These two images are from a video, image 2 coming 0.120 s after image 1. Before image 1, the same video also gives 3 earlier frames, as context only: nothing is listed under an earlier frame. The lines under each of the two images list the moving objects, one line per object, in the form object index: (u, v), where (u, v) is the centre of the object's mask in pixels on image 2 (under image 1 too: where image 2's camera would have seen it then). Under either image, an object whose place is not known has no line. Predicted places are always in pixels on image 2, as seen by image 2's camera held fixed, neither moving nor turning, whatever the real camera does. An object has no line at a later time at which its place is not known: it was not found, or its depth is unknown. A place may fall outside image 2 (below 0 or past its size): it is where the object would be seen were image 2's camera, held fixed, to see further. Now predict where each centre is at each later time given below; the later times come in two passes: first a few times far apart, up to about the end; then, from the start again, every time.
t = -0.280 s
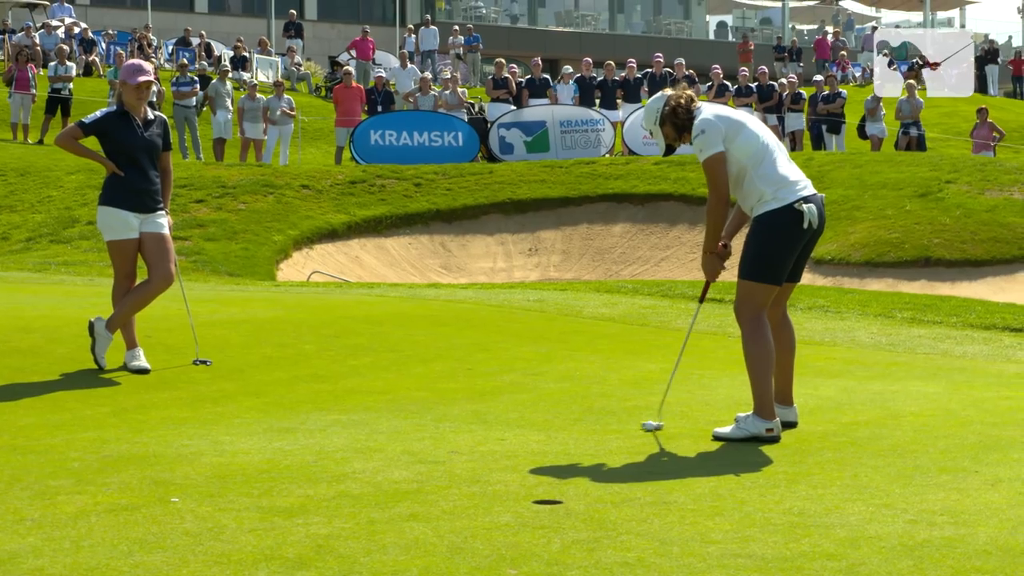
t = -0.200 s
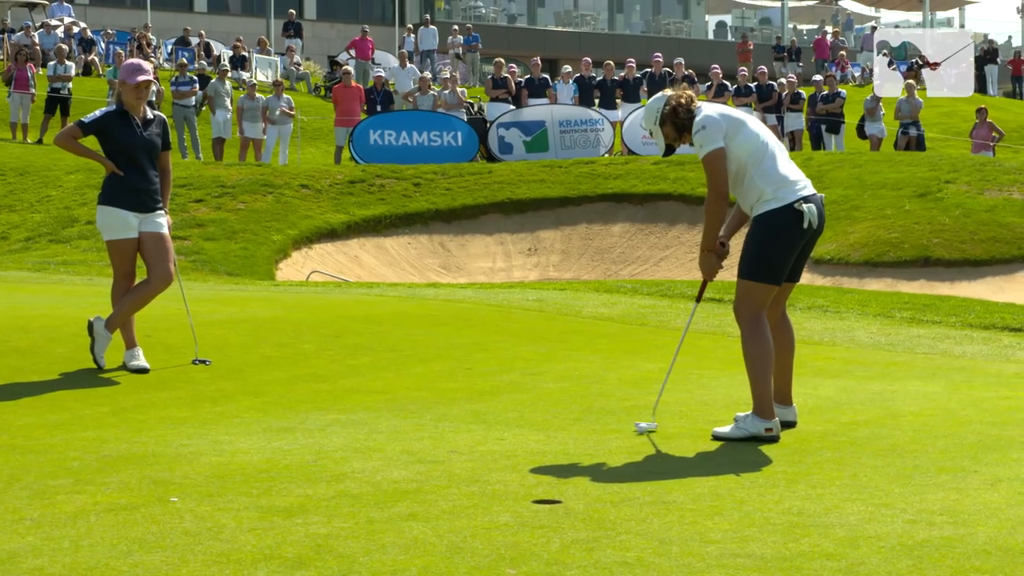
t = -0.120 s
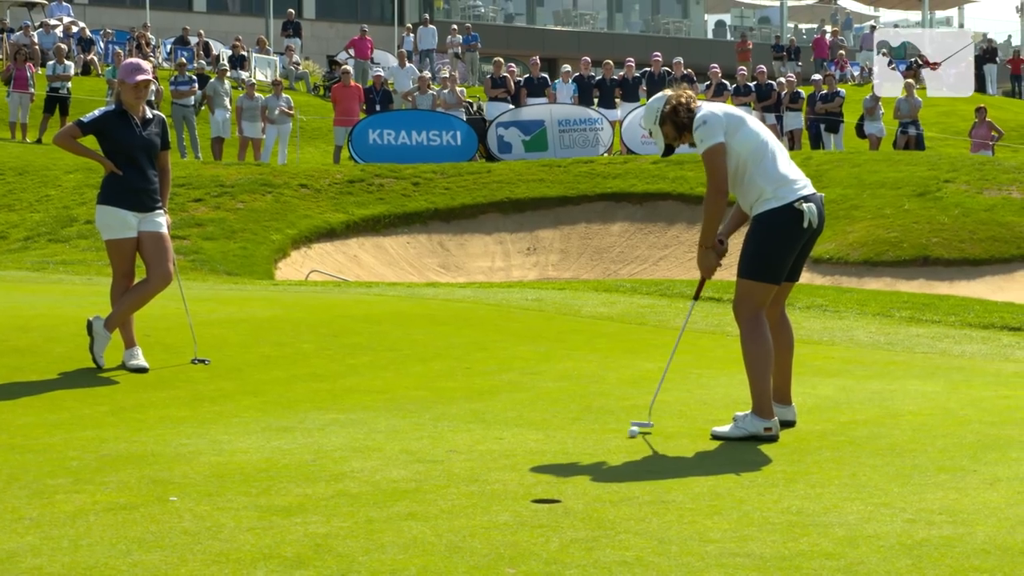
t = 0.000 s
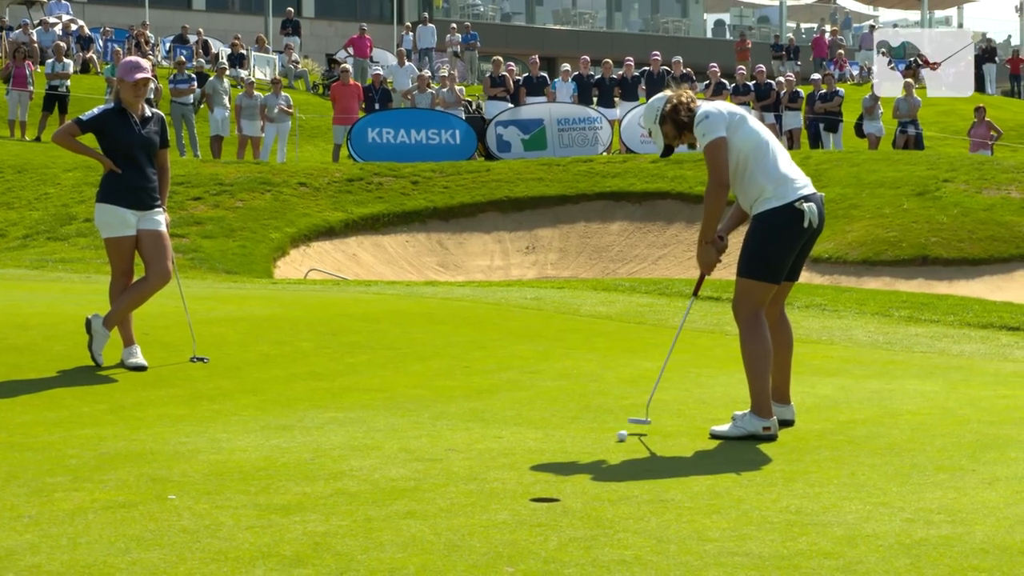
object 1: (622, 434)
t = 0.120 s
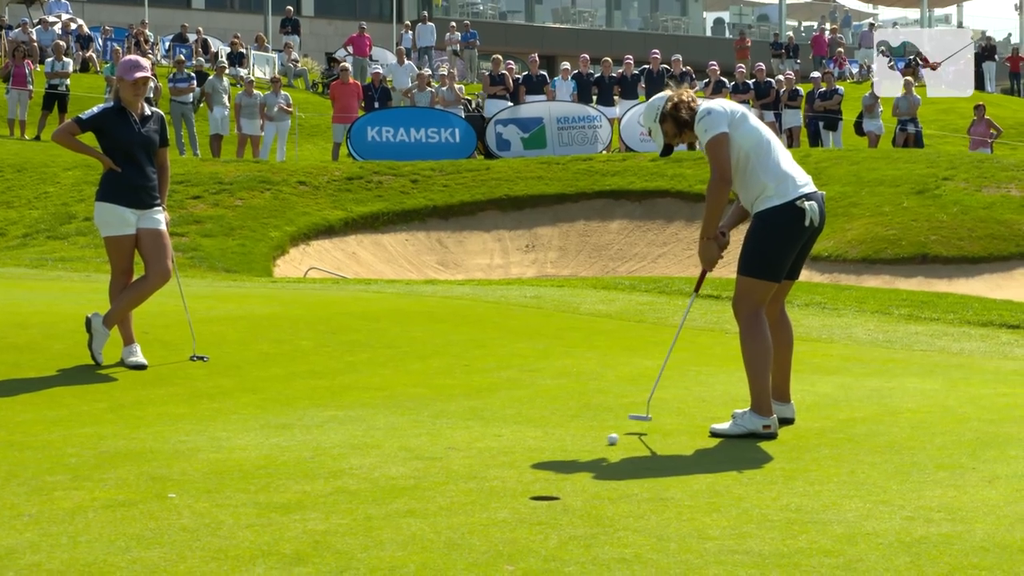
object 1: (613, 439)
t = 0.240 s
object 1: (604, 444)
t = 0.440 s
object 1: (591, 451)
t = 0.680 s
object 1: (577, 461)
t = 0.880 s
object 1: (566, 469)
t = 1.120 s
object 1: (555, 478)
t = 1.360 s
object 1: (547, 486)
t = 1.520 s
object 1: (542, 496)
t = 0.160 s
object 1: (609, 440)
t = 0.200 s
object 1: (607, 442)
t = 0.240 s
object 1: (604, 444)
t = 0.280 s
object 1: (601, 445)
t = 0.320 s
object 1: (598, 447)
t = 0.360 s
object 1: (596, 449)
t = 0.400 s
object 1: (593, 450)
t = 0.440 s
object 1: (591, 451)
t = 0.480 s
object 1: (588, 453)
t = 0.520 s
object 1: (586, 455)
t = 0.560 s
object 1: (583, 457)
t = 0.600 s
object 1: (581, 458)
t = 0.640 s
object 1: (579, 460)
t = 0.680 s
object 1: (577, 461)
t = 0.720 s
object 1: (575, 463)
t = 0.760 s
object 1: (572, 465)
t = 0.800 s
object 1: (570, 466)
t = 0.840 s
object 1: (568, 468)
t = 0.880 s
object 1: (566, 469)
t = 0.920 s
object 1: (564, 471)
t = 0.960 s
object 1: (562, 472)
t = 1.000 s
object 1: (560, 474)
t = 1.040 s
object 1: (559, 475)
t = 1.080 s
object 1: (557, 477)
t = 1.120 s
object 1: (555, 478)
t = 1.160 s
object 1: (554, 480)
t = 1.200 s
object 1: (552, 481)
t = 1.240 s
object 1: (551, 482)
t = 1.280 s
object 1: (549, 483)
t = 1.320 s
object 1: (548, 485)
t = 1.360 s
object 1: (547, 486)
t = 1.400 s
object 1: (546, 488)
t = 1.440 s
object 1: (544, 489)
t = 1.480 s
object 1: (543, 492)
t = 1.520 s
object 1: (542, 496)
